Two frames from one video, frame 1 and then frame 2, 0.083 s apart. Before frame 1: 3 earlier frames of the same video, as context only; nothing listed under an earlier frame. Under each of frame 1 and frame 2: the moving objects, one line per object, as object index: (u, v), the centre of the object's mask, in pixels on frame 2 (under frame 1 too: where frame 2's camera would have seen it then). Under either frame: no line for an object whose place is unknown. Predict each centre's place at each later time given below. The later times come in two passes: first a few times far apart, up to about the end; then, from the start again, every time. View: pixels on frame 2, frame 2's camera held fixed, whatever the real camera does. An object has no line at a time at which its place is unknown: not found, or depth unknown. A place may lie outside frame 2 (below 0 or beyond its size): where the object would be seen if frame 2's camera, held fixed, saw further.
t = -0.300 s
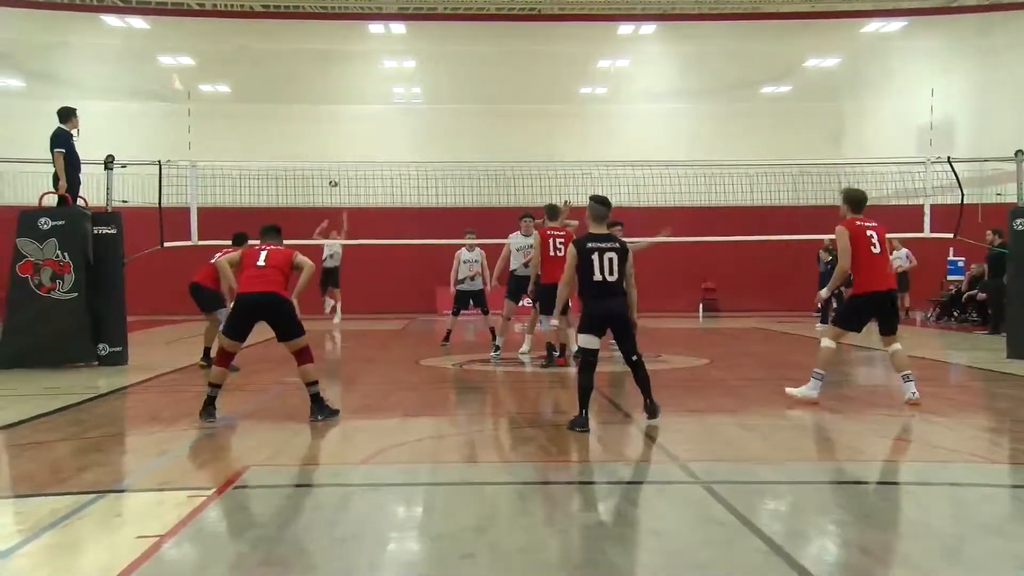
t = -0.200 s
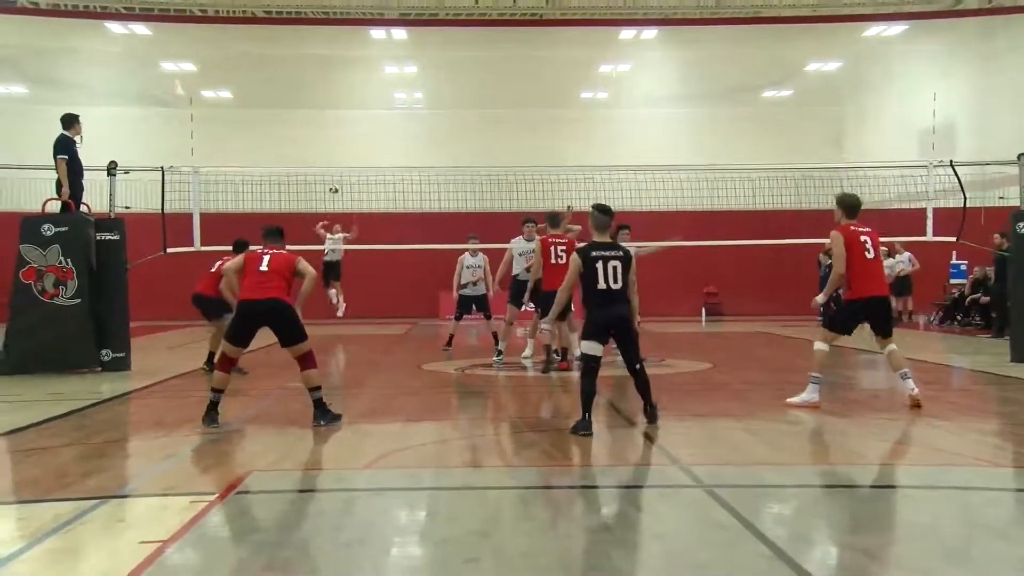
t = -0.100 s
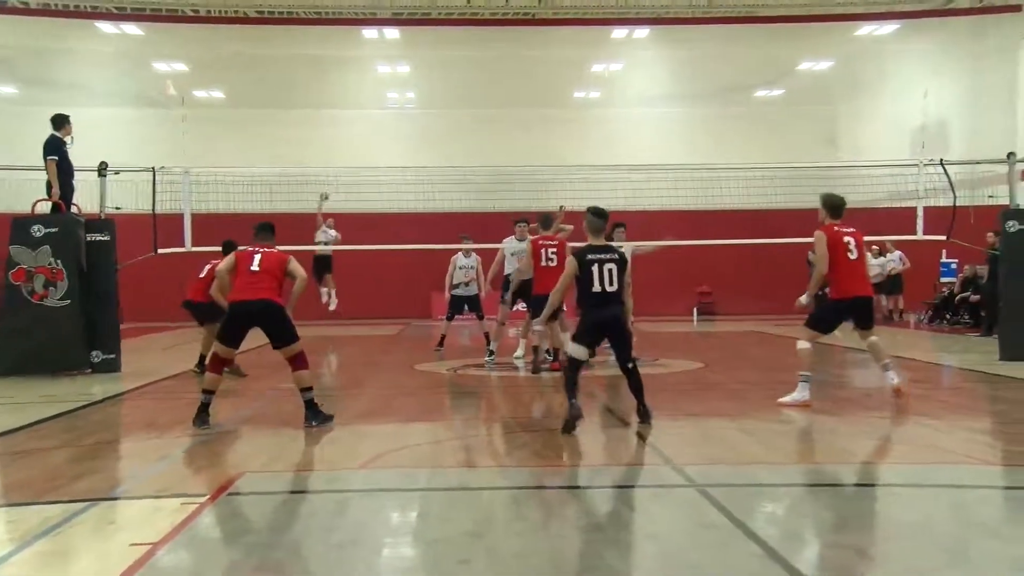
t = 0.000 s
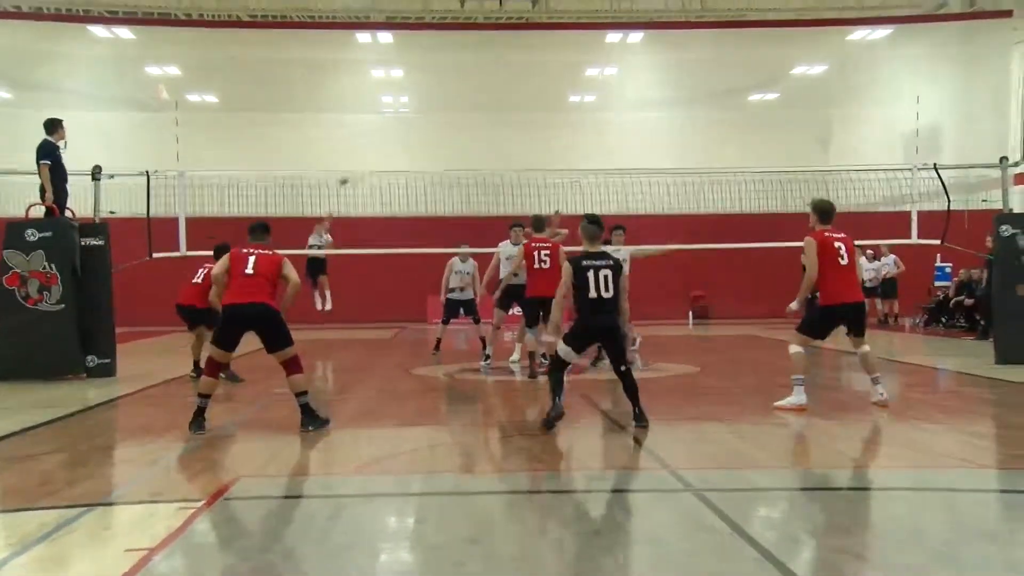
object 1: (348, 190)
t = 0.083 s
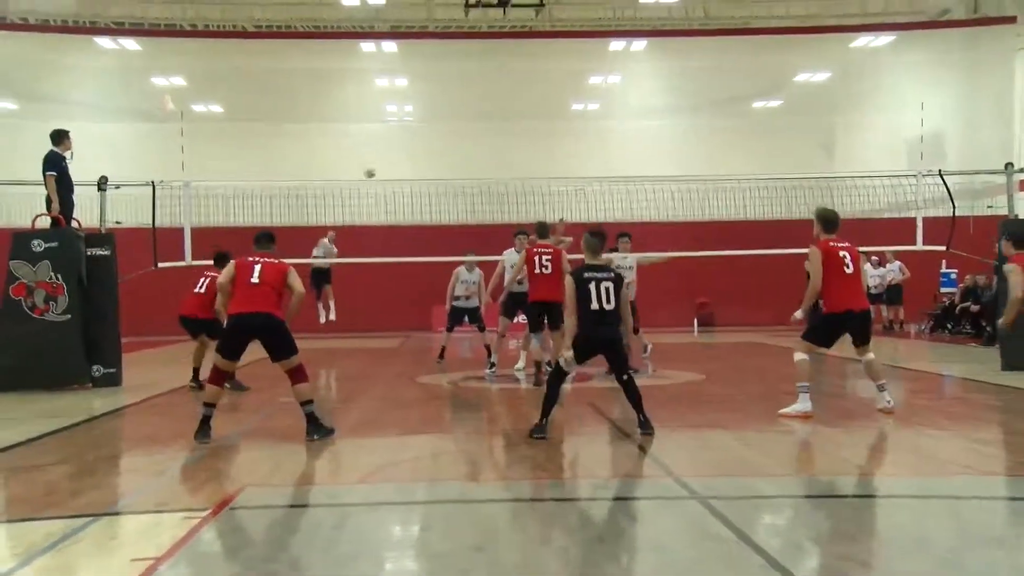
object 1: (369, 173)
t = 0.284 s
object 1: (425, 149)
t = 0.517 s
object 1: (503, 157)
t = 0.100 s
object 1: (375, 170)
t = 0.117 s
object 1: (379, 167)
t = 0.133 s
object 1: (383, 165)
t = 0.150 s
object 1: (388, 163)
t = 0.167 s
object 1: (393, 161)
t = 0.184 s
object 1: (397, 159)
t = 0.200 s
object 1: (402, 157)
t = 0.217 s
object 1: (406, 155)
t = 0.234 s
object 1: (411, 154)
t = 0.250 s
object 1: (416, 151)
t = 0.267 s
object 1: (420, 150)
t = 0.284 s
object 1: (425, 149)
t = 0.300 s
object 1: (430, 149)
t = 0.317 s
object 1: (436, 148)
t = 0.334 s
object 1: (441, 148)
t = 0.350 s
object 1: (446, 147)
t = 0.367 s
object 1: (451, 147)
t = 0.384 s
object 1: (456, 147)
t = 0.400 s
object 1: (461, 147)
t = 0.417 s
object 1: (467, 147)
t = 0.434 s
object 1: (473, 148)
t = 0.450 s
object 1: (478, 150)
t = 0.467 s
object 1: (484, 151)
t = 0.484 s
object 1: (489, 153)
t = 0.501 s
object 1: (496, 156)
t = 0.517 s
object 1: (503, 157)
